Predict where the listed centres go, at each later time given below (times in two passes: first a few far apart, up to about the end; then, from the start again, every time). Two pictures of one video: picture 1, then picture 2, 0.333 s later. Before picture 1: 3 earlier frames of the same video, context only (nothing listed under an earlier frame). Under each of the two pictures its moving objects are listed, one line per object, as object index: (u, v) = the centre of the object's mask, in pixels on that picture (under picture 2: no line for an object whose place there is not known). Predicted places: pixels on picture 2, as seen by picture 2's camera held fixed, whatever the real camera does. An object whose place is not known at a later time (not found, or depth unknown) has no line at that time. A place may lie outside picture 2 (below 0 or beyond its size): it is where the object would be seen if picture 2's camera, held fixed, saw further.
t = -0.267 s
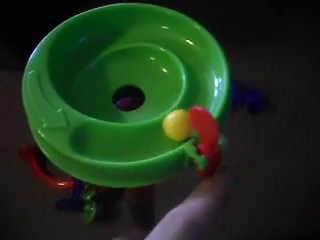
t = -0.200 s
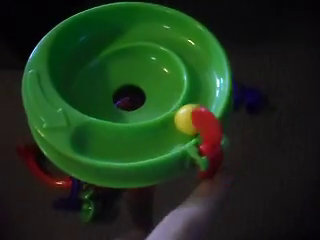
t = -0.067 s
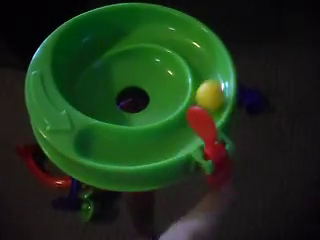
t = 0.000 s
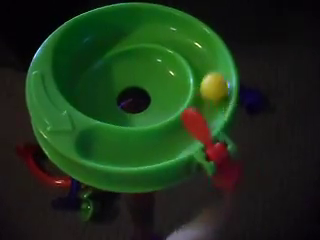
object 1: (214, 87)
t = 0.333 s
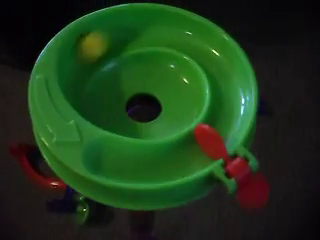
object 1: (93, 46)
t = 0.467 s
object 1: (85, 100)
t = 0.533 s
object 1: (112, 122)
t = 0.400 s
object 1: (78, 74)
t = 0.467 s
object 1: (85, 100)
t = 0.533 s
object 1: (112, 122)
